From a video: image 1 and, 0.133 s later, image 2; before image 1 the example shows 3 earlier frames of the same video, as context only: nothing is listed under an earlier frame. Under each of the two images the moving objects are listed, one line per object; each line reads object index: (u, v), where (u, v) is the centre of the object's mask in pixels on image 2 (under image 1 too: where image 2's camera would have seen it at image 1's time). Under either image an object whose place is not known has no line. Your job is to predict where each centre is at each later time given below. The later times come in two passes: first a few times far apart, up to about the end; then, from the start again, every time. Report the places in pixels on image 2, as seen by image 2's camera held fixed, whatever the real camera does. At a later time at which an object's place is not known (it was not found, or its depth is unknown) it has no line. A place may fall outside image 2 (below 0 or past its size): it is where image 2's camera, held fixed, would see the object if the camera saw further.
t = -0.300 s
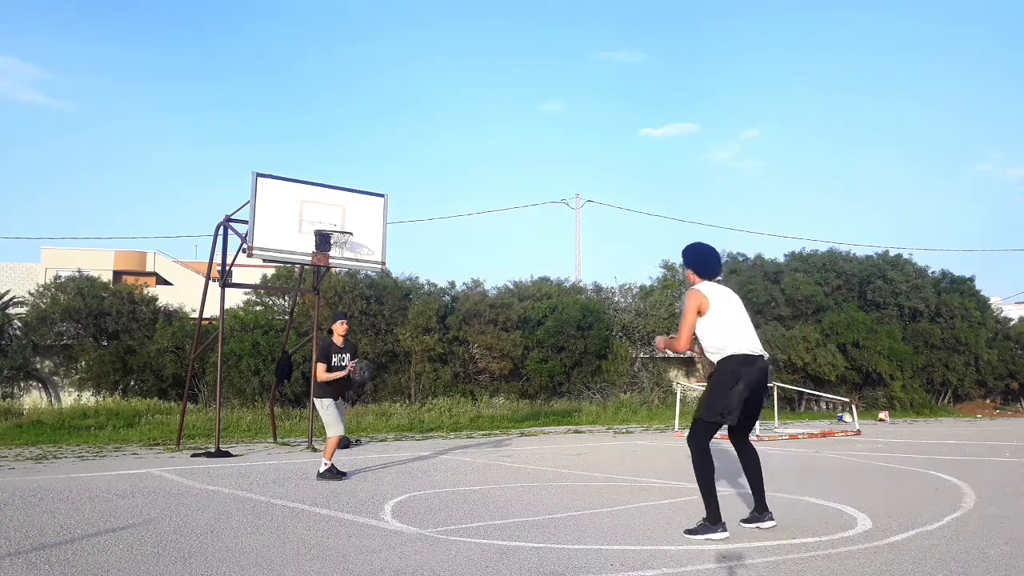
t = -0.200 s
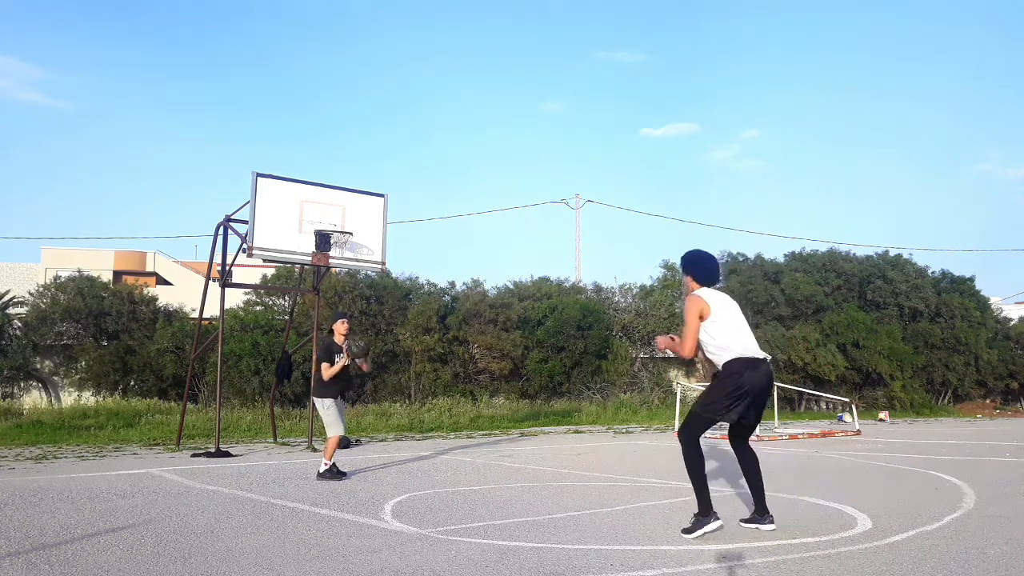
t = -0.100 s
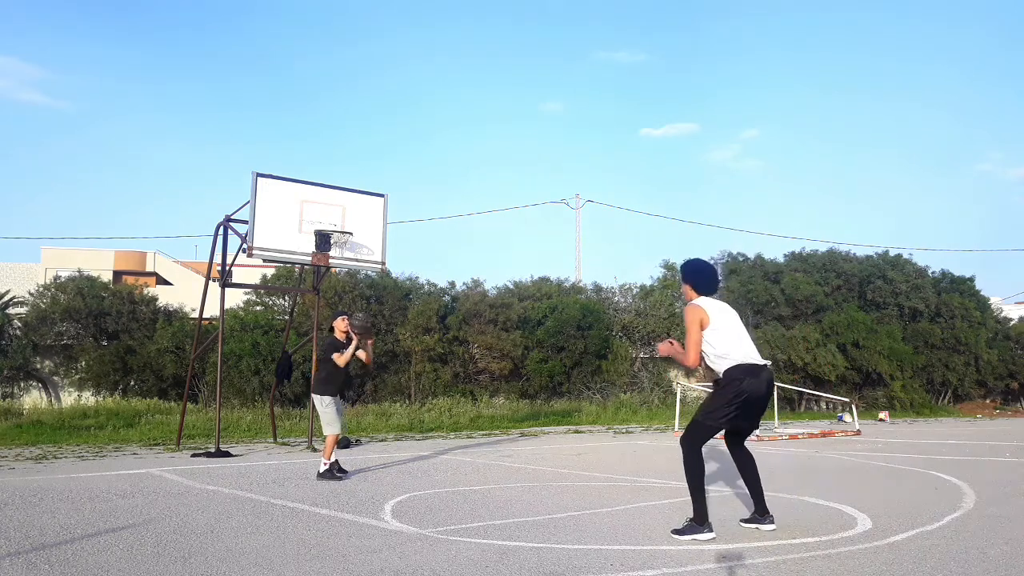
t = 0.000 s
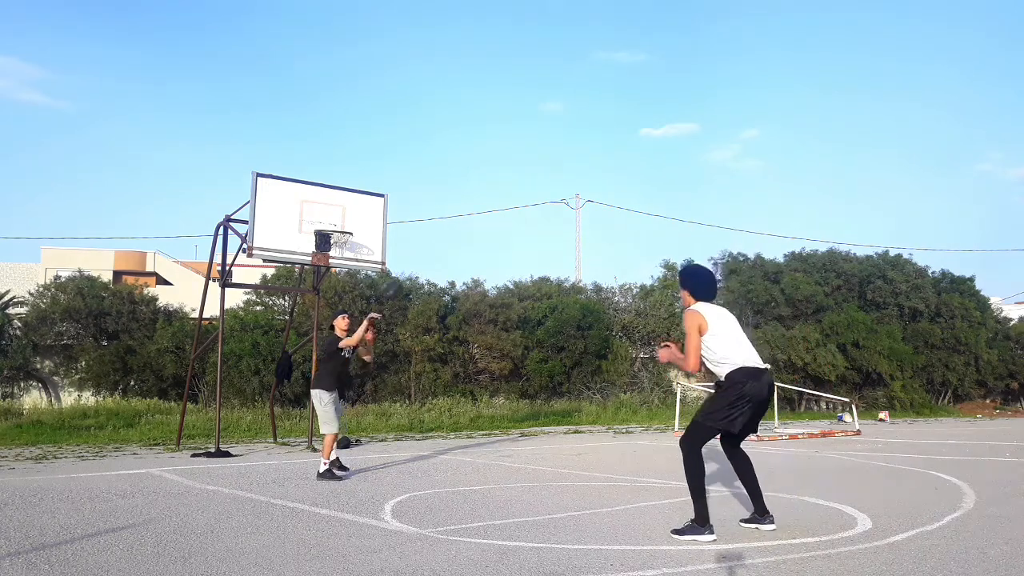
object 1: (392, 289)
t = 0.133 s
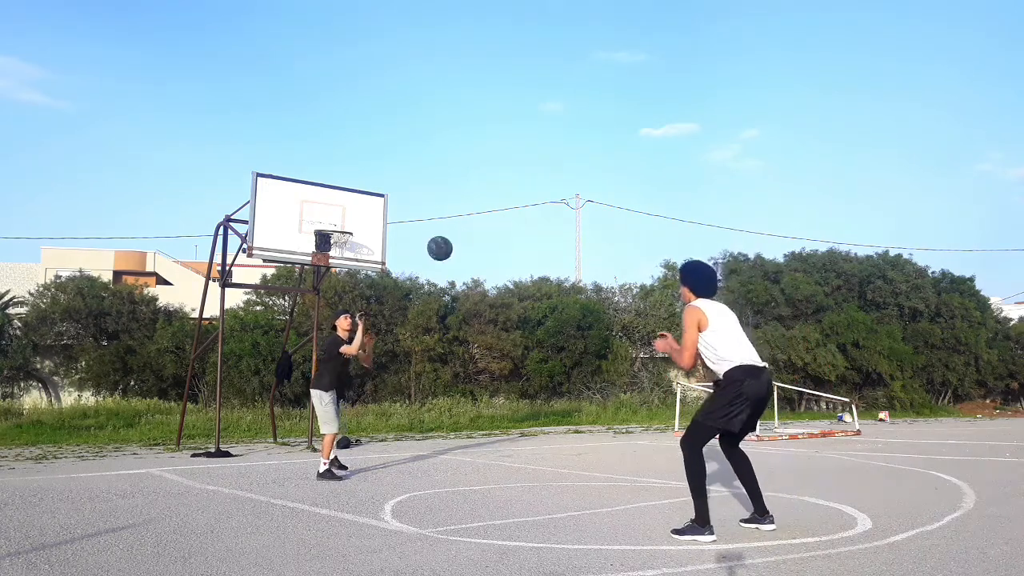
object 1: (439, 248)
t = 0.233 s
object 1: (479, 228)
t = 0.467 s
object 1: (585, 218)
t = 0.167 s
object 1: (452, 240)
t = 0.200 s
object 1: (466, 234)
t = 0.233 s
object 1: (479, 228)
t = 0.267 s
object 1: (493, 223)
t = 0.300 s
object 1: (507, 220)
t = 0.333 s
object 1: (522, 217)
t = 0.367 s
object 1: (537, 215)
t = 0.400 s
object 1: (553, 215)
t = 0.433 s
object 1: (569, 216)
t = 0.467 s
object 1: (585, 218)
